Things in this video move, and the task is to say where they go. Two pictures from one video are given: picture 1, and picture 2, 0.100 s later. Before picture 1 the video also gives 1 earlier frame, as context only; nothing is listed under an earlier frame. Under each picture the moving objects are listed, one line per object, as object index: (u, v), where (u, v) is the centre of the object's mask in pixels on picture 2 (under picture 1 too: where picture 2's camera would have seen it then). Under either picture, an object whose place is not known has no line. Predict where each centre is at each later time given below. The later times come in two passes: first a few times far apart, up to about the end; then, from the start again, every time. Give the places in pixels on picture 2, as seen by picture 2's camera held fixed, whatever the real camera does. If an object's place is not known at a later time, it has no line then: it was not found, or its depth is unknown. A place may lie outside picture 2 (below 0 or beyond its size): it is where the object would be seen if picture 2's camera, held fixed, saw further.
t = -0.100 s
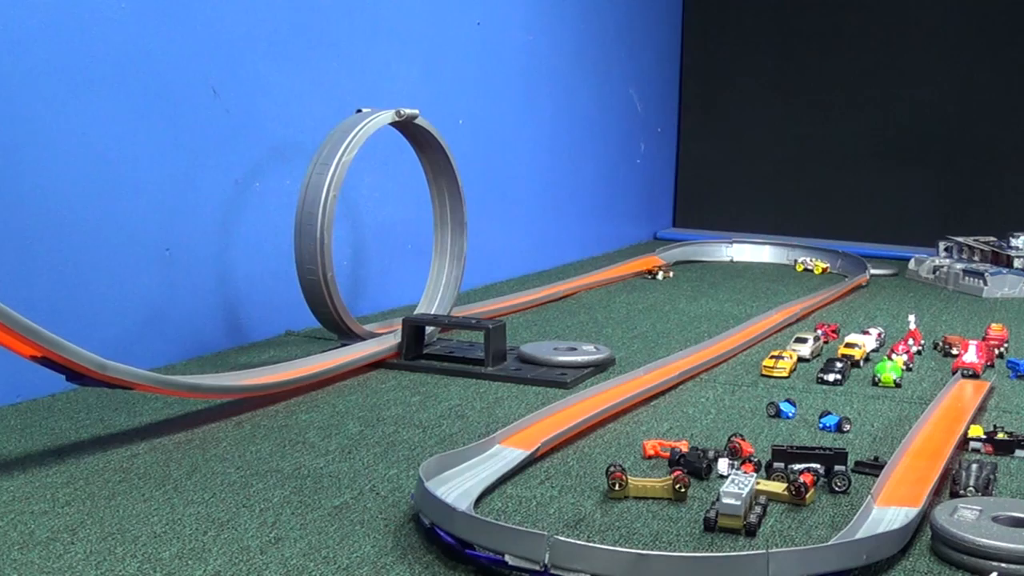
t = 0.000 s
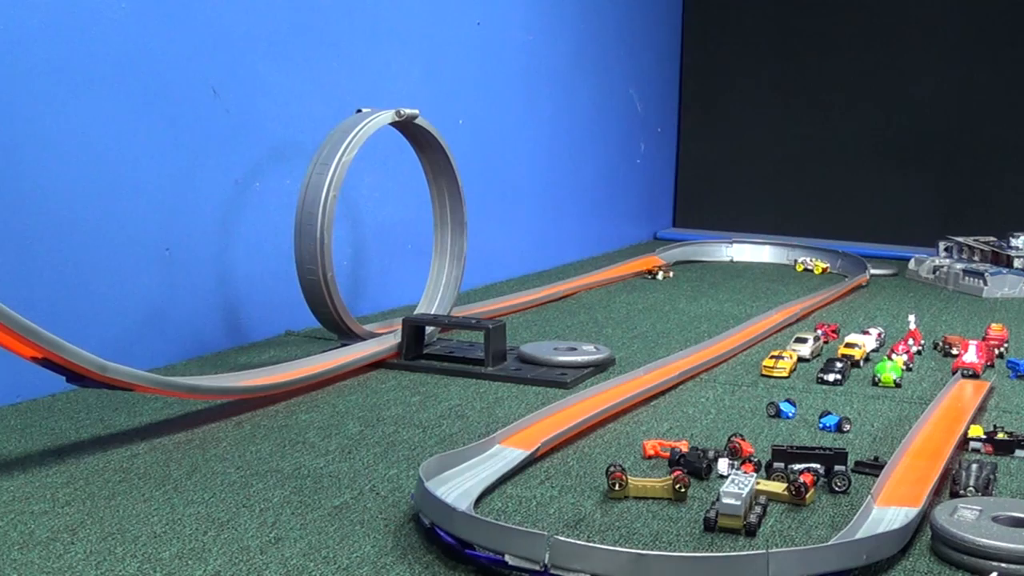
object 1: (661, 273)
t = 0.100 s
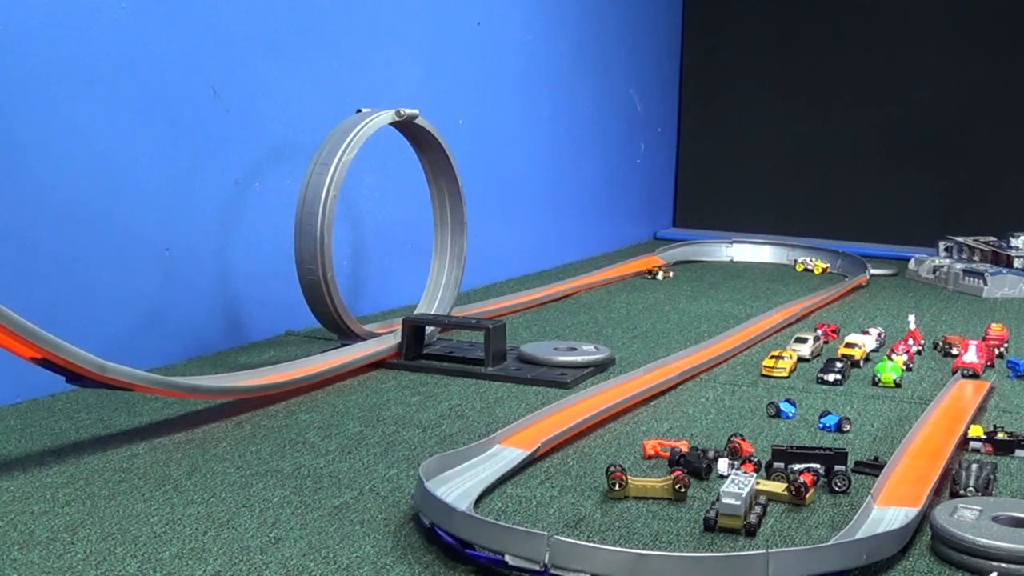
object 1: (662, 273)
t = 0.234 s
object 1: (662, 273)
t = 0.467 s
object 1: (661, 273)
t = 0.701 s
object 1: (661, 273)
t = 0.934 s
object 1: (661, 273)
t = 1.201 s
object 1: (661, 273)
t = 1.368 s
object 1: (697, 269)
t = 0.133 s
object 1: (662, 273)
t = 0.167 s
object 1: (662, 273)
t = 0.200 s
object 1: (662, 273)
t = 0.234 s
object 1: (662, 273)
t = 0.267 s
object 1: (662, 273)
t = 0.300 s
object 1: (662, 273)
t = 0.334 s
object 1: (662, 273)
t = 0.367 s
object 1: (661, 273)
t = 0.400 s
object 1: (661, 273)
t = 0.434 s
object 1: (662, 273)
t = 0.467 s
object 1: (661, 273)
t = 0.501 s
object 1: (661, 273)
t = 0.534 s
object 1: (661, 273)
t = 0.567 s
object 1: (661, 273)
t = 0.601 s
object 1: (661, 273)
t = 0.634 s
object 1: (661, 273)
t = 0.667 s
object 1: (661, 273)
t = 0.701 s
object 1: (661, 273)
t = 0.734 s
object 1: (661, 273)
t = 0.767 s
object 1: (661, 273)
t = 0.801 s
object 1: (661, 273)
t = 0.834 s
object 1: (661, 273)
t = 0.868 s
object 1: (661, 273)
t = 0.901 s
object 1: (661, 273)
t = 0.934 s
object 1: (661, 273)
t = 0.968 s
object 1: (661, 273)
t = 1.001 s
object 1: (661, 273)
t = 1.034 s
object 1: (661, 273)
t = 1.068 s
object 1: (661, 273)
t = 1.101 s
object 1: (661, 273)
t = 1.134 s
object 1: (661, 273)
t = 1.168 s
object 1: (661, 273)
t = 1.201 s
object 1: (661, 273)
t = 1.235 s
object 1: (661, 273)
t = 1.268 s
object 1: (668, 271)
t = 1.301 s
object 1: (683, 271)
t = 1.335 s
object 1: (694, 270)
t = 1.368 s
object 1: (697, 269)
